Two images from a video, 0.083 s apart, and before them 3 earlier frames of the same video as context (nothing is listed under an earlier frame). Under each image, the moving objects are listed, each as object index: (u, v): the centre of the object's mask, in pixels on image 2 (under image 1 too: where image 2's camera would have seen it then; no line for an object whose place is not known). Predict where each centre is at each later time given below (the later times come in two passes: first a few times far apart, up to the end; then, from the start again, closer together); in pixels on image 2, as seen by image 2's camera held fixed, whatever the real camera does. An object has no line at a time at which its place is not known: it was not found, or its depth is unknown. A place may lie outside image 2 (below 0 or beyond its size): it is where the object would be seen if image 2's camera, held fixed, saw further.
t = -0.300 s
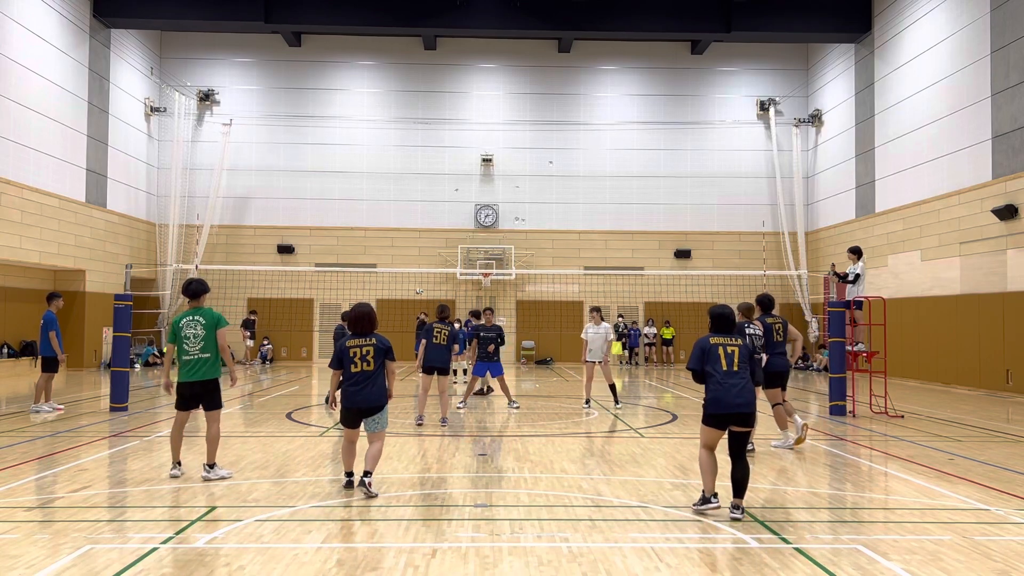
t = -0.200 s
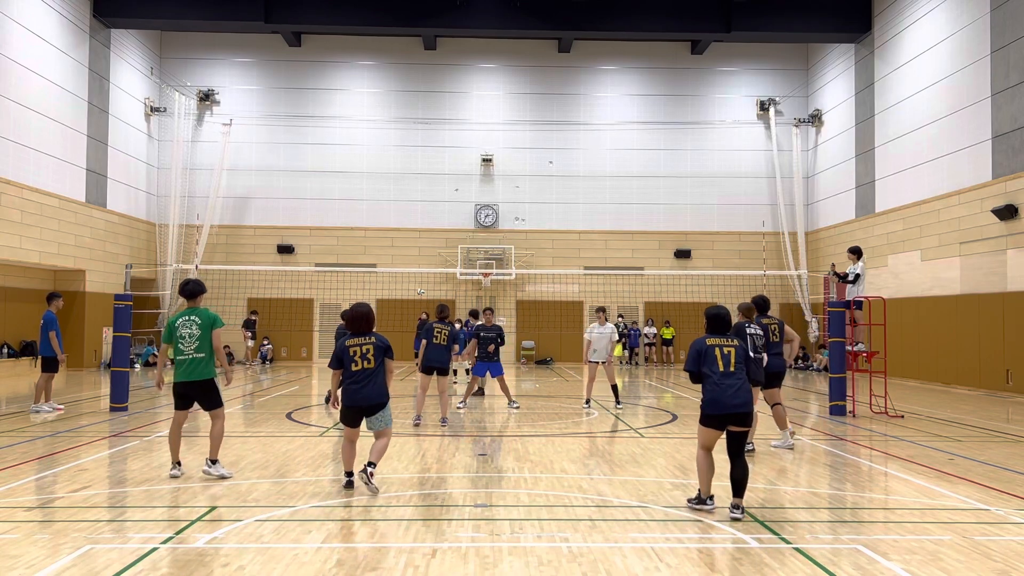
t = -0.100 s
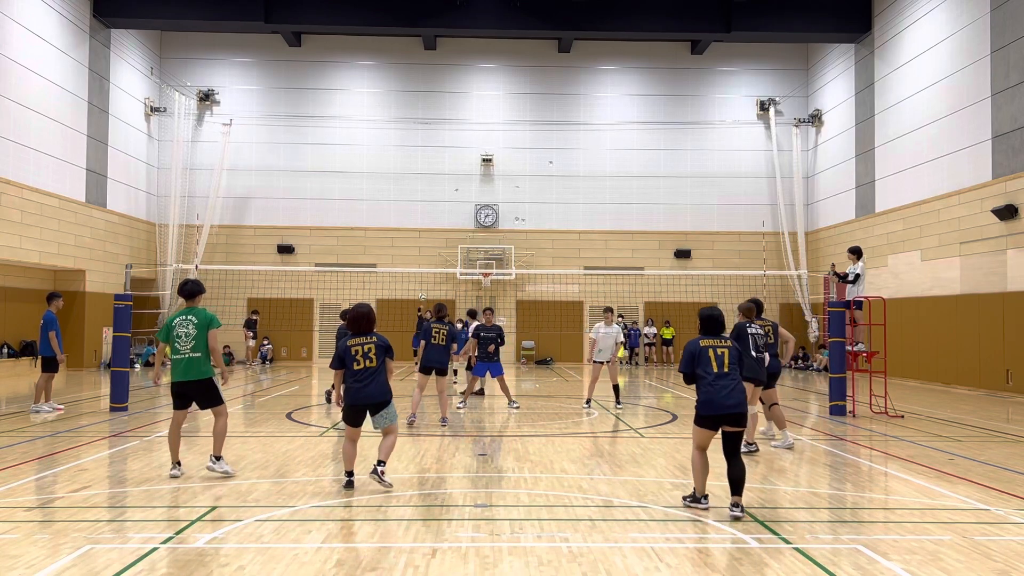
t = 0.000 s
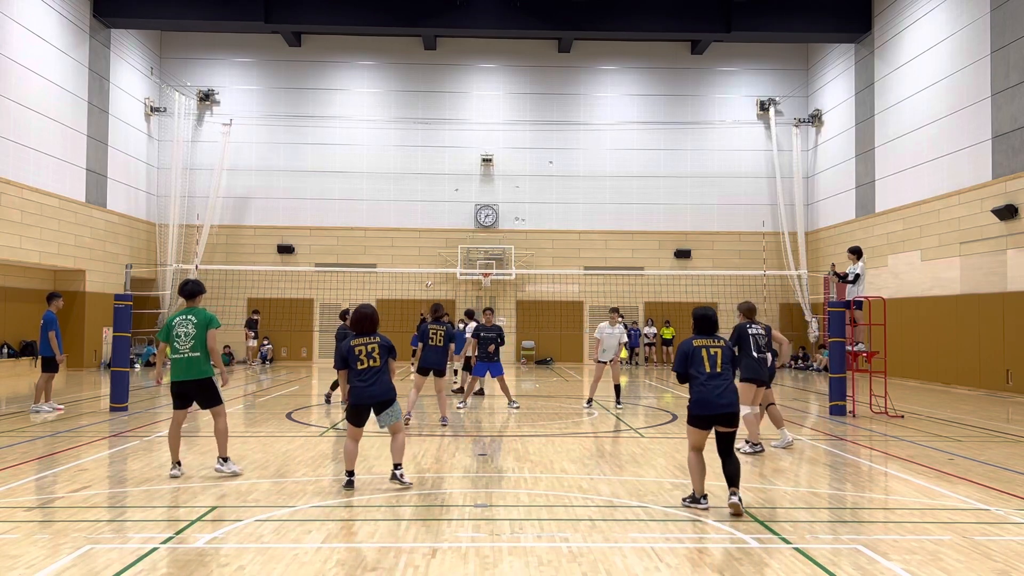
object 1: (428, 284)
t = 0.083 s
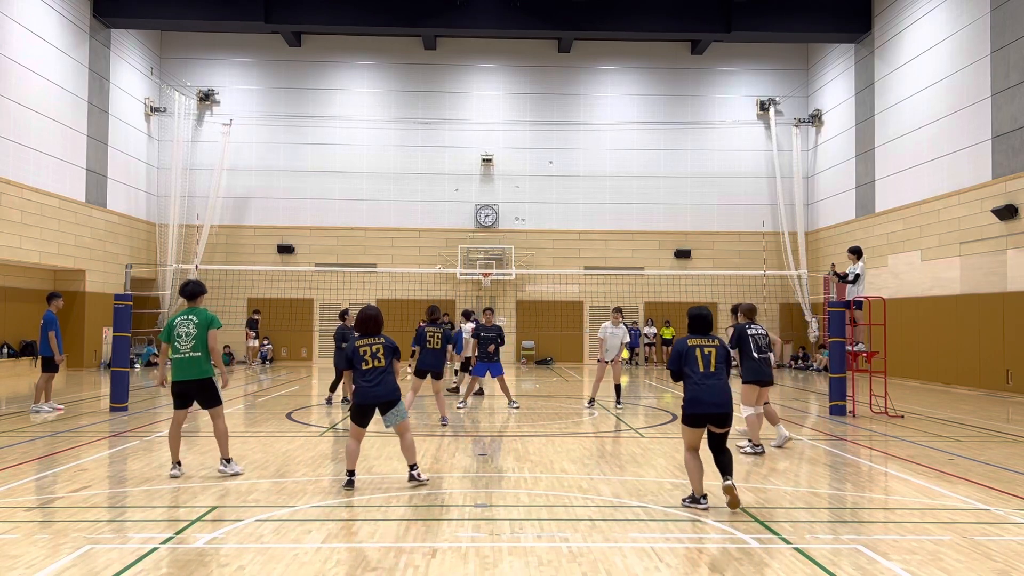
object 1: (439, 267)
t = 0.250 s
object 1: (461, 239)
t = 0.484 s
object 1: (506, 205)
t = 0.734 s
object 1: (584, 193)
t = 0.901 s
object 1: (666, 217)
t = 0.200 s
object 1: (454, 248)
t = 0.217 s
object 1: (456, 245)
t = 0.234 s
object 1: (459, 242)
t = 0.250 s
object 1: (461, 239)
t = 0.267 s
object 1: (465, 236)
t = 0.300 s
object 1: (469, 231)
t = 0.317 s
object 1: (473, 228)
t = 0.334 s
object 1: (475, 226)
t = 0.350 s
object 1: (478, 223)
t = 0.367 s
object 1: (481, 221)
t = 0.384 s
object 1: (485, 218)
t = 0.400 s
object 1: (489, 216)
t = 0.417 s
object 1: (491, 212)
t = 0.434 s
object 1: (495, 210)
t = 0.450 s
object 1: (498, 209)
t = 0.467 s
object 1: (502, 207)
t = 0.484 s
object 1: (506, 205)
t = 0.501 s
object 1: (510, 203)
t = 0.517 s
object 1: (514, 201)
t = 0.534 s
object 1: (518, 199)
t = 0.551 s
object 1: (523, 198)
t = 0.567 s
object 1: (528, 196)
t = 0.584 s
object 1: (533, 195)
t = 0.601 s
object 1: (538, 195)
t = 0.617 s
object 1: (543, 193)
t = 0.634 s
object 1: (549, 192)
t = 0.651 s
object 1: (554, 192)
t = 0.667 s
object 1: (560, 192)
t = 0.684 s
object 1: (566, 192)
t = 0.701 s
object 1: (572, 192)
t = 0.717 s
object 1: (578, 193)
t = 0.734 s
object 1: (584, 193)
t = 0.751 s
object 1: (591, 194)
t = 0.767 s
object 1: (598, 196)
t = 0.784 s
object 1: (605, 197)
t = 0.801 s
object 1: (613, 199)
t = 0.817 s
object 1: (621, 201)
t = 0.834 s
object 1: (629, 204)
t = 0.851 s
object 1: (638, 207)
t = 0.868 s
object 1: (647, 209)
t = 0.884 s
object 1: (657, 213)
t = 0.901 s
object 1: (666, 217)
